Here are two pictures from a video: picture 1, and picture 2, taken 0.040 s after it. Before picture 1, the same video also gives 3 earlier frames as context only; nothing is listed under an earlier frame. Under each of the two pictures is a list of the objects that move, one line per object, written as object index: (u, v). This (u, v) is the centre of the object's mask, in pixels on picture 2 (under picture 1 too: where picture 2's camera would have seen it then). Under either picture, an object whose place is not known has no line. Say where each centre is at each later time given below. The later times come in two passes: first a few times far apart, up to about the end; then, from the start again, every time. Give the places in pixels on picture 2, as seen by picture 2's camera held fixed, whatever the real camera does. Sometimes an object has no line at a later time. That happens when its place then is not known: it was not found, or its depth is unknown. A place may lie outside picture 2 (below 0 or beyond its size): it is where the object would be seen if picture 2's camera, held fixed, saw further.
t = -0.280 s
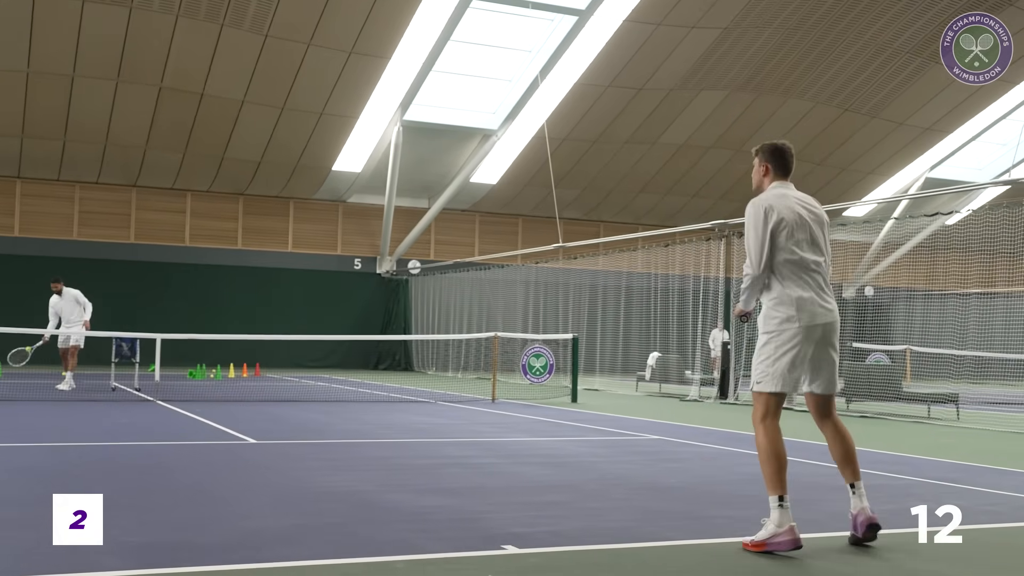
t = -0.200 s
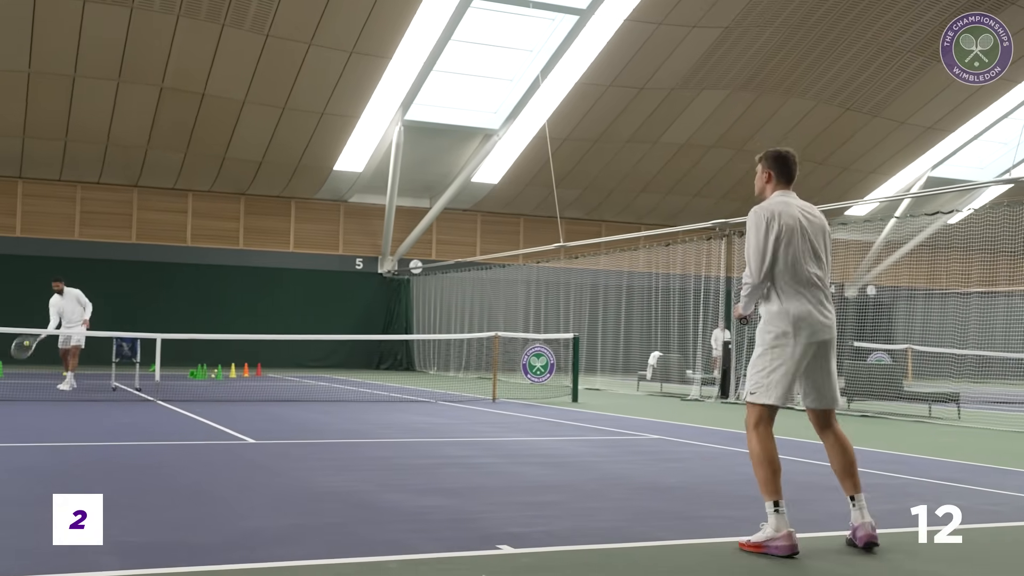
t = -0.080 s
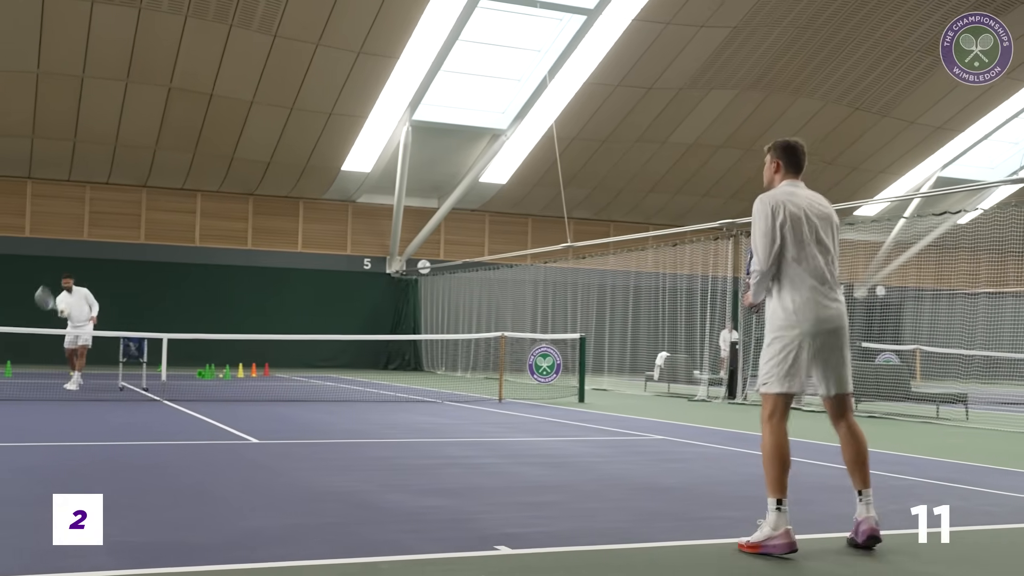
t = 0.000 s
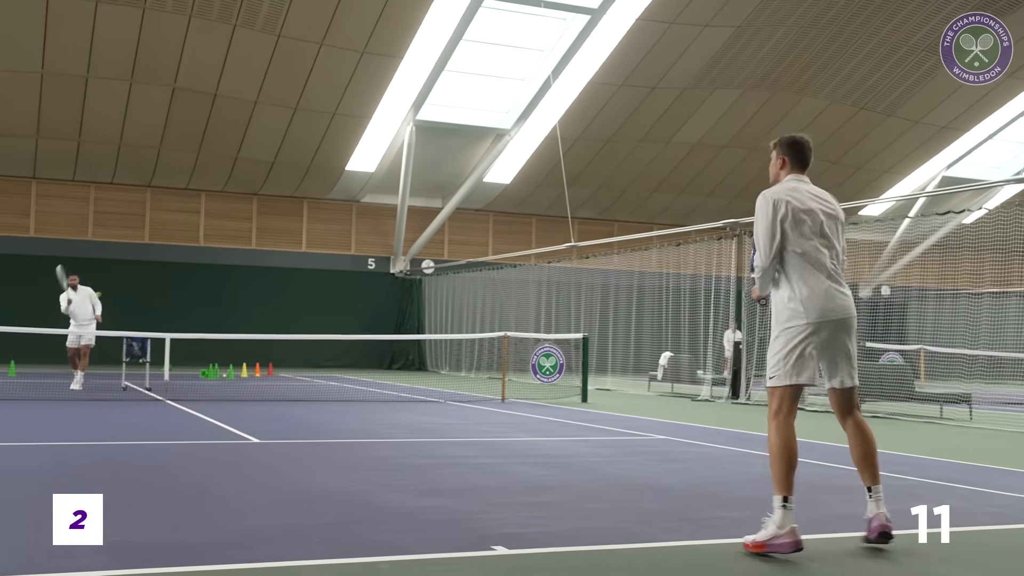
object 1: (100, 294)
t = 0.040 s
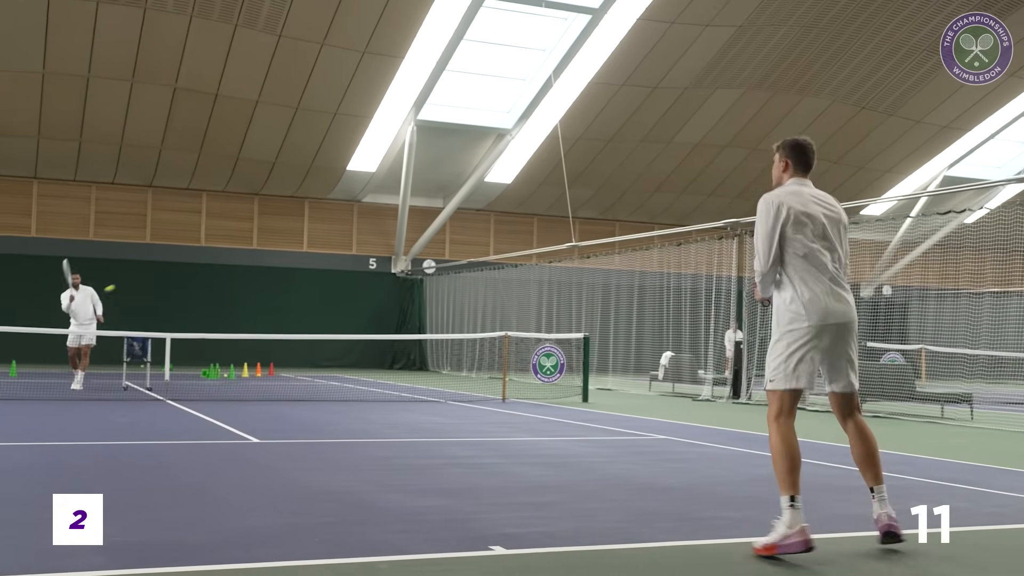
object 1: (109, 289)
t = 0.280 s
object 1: (191, 268)
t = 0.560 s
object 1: (304, 308)
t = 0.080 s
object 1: (122, 282)
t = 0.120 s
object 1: (135, 277)
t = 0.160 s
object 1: (149, 273)
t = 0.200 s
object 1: (162, 270)
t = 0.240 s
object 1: (177, 268)
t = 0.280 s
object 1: (191, 268)
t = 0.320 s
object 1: (206, 269)
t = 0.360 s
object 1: (221, 272)
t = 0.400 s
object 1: (236, 276)
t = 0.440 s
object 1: (252, 281)
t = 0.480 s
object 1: (269, 288)
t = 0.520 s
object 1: (287, 297)
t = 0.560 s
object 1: (304, 308)
